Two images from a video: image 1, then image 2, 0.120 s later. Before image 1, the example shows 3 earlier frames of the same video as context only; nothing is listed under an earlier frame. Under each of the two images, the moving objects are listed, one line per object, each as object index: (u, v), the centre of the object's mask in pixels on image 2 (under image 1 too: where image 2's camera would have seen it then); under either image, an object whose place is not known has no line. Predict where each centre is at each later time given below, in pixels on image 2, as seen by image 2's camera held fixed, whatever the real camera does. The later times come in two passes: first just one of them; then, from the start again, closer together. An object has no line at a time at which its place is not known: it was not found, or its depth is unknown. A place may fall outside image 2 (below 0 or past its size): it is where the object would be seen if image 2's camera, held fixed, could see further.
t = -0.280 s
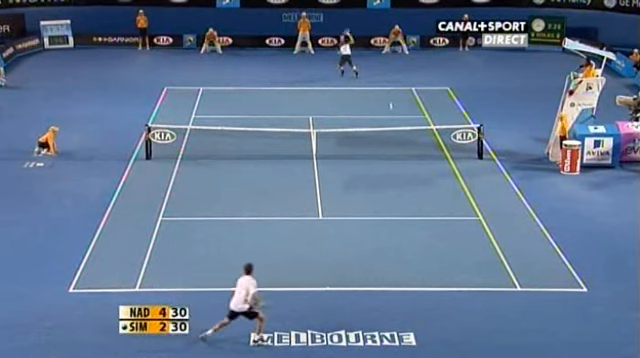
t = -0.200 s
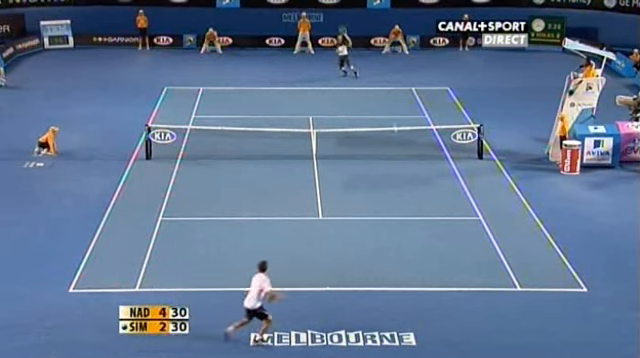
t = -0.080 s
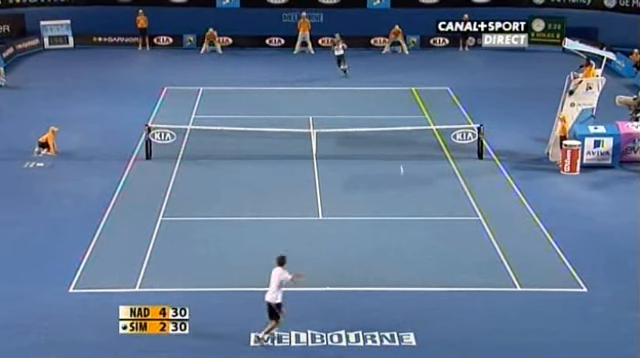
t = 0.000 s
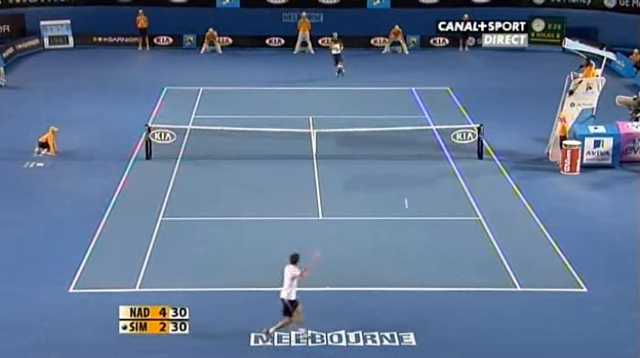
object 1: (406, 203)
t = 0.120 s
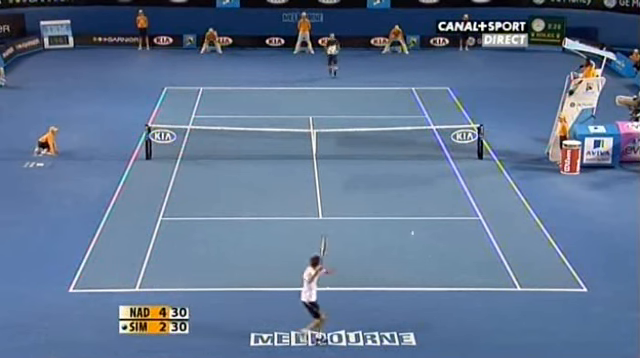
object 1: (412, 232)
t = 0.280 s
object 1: (421, 235)
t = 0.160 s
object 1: (414, 232)
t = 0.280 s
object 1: (421, 235)
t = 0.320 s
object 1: (423, 238)
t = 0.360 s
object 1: (425, 242)
